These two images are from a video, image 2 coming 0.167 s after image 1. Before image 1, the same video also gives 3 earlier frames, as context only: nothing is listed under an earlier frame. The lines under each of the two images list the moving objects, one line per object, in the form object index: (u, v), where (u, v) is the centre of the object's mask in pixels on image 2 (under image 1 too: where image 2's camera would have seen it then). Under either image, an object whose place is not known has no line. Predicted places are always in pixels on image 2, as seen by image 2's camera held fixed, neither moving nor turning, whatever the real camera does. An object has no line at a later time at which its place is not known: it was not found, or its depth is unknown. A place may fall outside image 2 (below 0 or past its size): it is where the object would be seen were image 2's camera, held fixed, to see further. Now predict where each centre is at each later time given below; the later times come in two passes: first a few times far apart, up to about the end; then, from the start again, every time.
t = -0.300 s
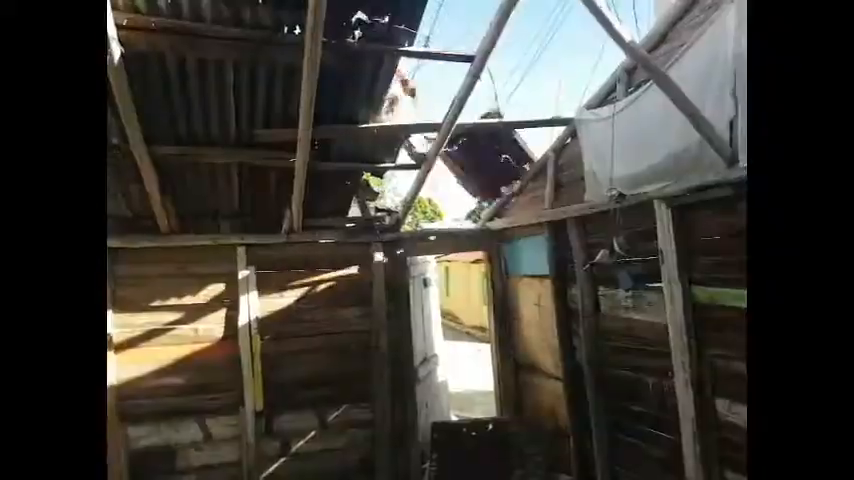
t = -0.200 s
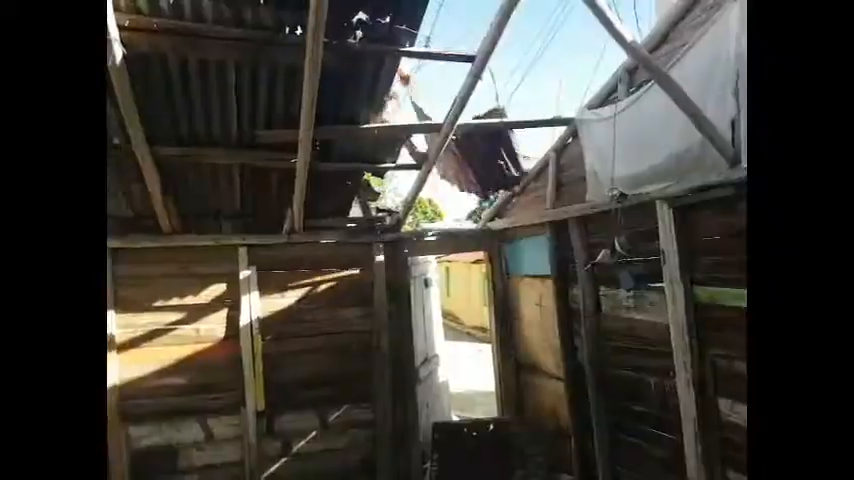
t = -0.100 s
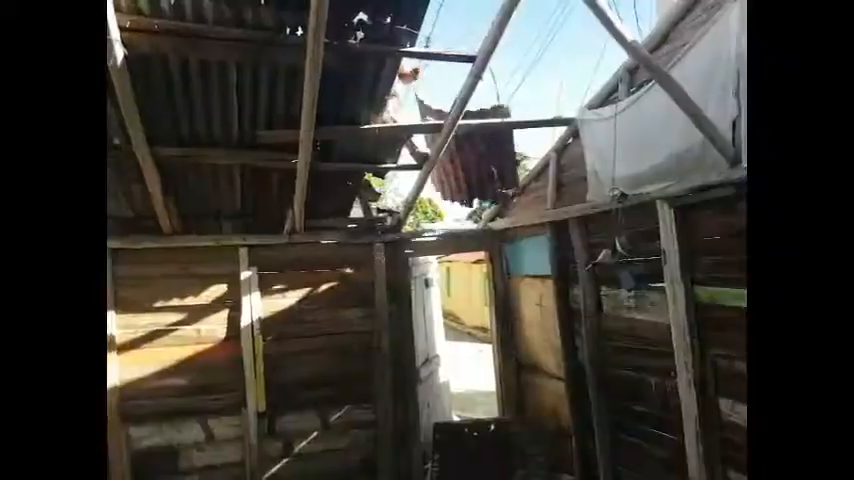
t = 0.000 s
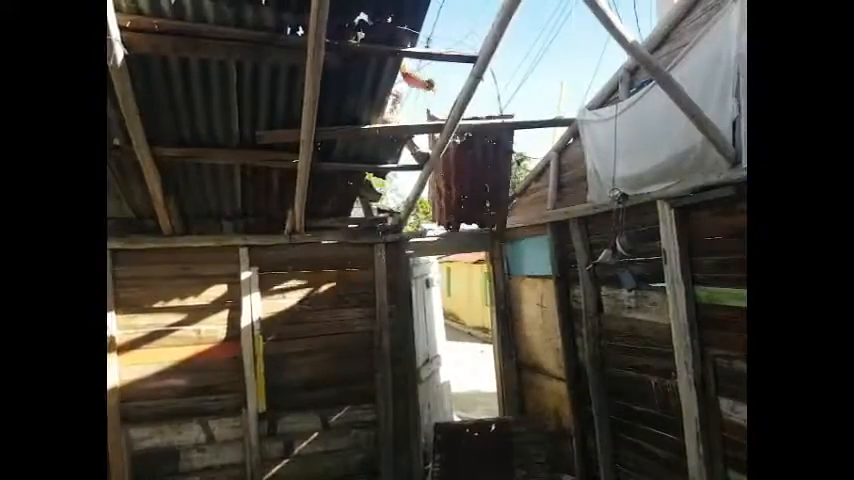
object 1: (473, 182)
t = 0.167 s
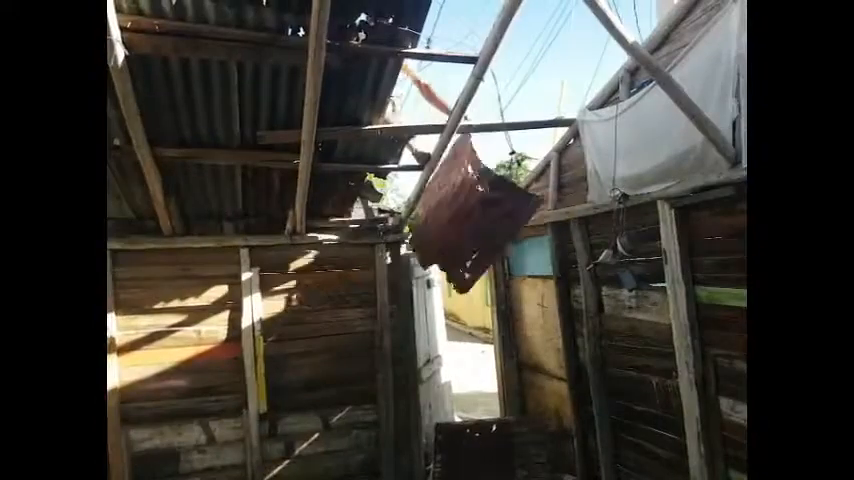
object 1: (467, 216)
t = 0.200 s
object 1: (468, 225)
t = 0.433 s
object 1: (482, 338)
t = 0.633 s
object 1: (495, 434)
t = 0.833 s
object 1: (514, 449)
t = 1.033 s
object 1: (508, 461)
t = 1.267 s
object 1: (501, 463)
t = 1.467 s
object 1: (499, 463)
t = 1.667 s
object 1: (499, 463)
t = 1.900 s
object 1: (498, 462)
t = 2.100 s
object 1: (498, 461)
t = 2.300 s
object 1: (499, 460)
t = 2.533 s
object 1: (499, 459)
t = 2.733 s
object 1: (498, 458)
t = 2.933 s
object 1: (498, 458)
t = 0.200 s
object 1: (468, 225)
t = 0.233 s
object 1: (470, 236)
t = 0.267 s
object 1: (471, 248)
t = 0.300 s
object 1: (472, 263)
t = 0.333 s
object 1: (473, 278)
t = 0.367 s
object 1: (477, 294)
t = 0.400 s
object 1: (479, 316)
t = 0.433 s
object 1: (482, 338)
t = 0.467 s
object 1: (484, 360)
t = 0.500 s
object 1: (488, 384)
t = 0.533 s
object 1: (489, 409)
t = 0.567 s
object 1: (487, 422)
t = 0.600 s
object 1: (492, 432)
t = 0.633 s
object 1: (495, 434)
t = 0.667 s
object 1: (497, 434)
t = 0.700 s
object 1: (499, 433)
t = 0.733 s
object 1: (500, 436)
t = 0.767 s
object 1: (505, 441)
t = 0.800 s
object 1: (508, 444)
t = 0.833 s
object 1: (514, 449)
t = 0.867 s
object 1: (517, 453)
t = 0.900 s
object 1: (514, 453)
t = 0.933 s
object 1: (514, 455)
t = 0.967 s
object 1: (513, 457)
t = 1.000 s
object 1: (510, 458)
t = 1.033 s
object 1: (508, 461)
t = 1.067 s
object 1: (499, 462)
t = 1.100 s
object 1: (498, 463)
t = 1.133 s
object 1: (498, 462)
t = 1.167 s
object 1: (498, 462)
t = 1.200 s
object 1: (500, 462)
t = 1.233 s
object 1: (501, 462)
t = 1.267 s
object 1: (501, 463)
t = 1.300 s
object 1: (501, 463)
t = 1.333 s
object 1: (500, 463)
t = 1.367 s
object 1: (500, 464)
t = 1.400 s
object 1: (499, 463)
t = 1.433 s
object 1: (499, 463)
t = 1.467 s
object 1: (499, 463)
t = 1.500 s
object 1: (499, 463)
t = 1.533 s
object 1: (499, 463)
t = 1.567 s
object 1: (499, 463)
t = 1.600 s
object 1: (499, 463)
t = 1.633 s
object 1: (499, 463)
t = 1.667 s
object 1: (499, 463)
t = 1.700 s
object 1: (499, 462)
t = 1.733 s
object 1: (499, 462)
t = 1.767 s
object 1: (499, 462)
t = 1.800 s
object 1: (498, 462)
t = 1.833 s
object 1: (498, 462)
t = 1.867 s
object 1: (498, 462)
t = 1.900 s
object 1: (498, 462)
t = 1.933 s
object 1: (498, 461)
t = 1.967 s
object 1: (498, 462)
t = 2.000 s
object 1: (498, 461)
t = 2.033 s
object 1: (498, 462)
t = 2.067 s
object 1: (498, 461)
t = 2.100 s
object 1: (498, 461)
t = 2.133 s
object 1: (498, 461)
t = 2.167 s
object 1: (498, 461)
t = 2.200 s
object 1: (498, 461)
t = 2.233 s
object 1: (499, 461)
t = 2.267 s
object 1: (499, 460)
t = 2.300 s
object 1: (499, 460)
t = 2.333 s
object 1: (499, 460)
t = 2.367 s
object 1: (499, 460)
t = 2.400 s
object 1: (499, 460)
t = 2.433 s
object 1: (499, 460)
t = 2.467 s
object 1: (499, 459)
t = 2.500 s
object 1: (499, 459)
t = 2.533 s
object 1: (499, 459)
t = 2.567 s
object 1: (499, 459)
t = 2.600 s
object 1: (499, 459)
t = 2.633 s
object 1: (498, 458)
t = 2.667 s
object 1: (498, 459)
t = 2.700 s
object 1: (498, 458)
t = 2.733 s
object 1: (498, 458)
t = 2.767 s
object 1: (498, 458)
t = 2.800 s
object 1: (498, 458)
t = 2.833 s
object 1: (498, 458)
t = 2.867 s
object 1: (498, 458)
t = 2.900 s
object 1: (498, 458)
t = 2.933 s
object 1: (498, 458)
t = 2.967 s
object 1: (498, 458)
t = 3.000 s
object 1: (498, 458)
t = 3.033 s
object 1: (498, 457)
